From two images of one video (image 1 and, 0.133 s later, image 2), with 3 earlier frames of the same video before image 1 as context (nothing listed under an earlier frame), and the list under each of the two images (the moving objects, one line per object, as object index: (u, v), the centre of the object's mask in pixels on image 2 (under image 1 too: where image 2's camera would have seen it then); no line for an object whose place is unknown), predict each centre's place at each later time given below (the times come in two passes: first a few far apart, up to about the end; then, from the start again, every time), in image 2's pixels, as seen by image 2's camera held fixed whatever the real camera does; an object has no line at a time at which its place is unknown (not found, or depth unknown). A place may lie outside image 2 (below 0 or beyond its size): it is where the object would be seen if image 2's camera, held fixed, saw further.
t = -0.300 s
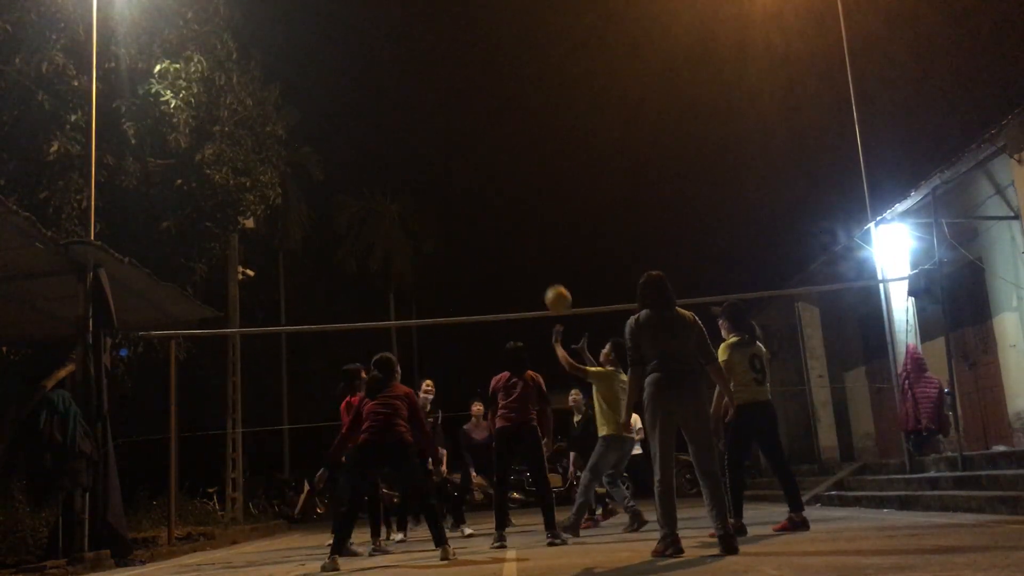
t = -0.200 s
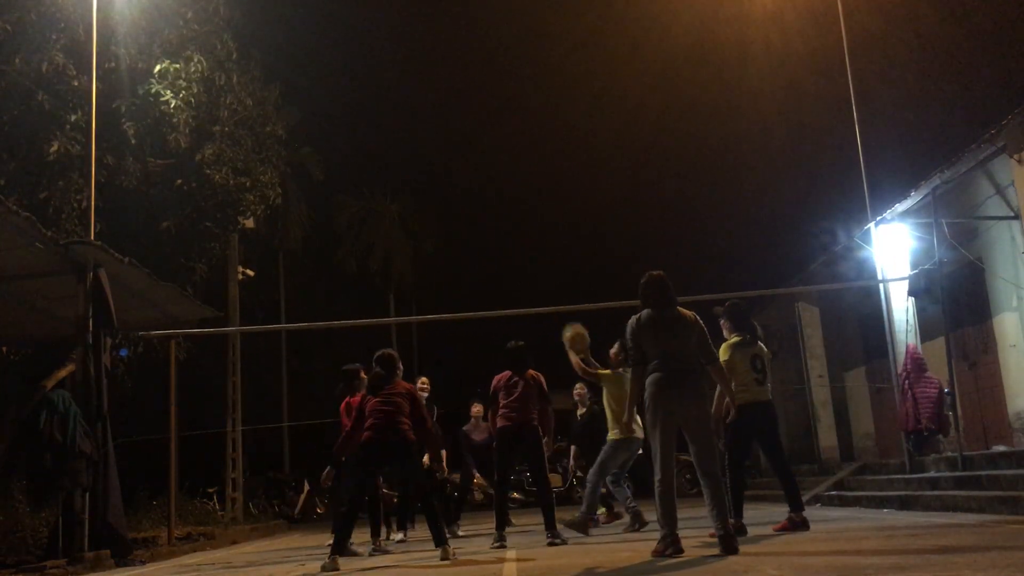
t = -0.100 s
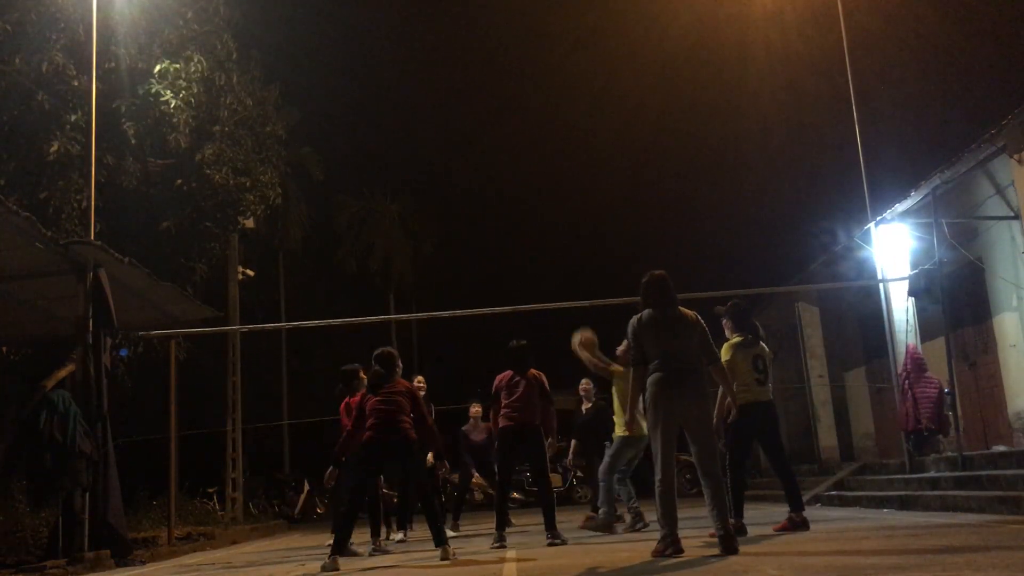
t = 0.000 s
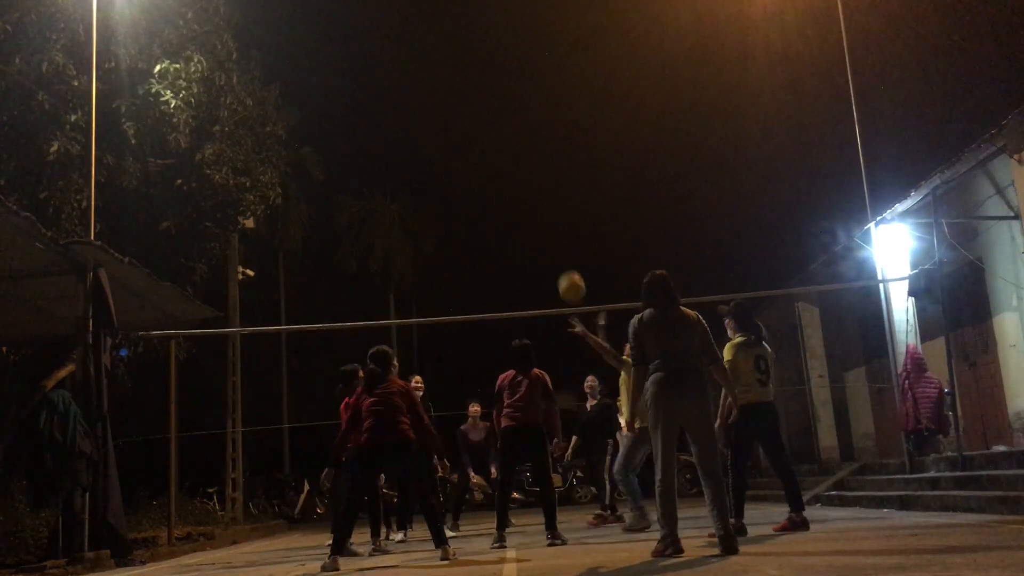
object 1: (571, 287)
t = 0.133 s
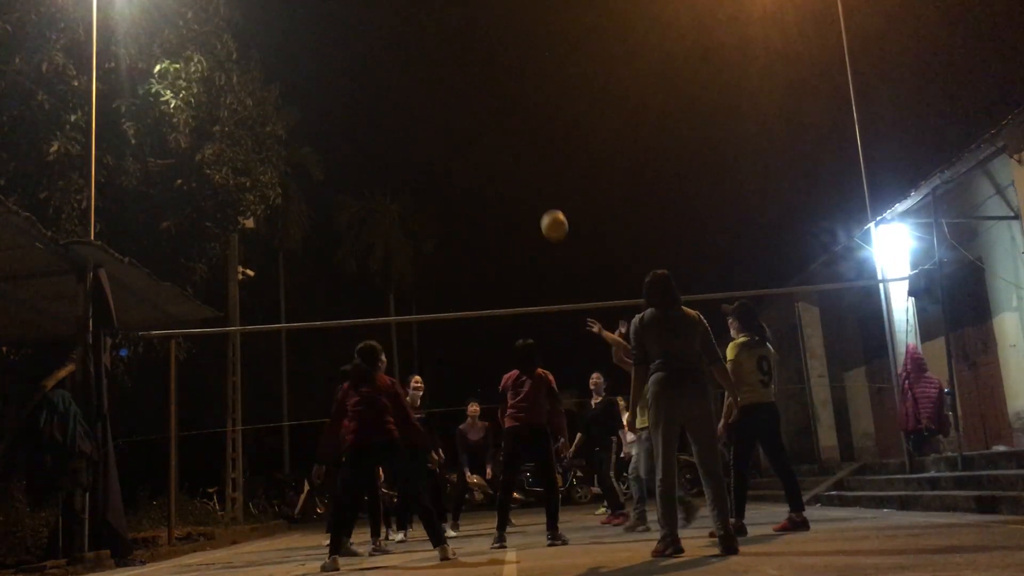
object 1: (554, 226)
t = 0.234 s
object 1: (542, 192)
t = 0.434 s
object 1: (522, 159)
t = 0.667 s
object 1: (502, 175)
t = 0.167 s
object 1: (550, 214)
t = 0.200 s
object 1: (546, 202)
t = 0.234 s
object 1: (542, 192)
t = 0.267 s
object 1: (539, 183)
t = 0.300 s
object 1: (535, 177)
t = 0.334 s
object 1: (532, 170)
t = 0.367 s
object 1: (528, 165)
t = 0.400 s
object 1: (525, 162)
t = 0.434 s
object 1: (522, 159)
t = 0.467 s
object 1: (519, 158)
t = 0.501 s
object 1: (516, 158)
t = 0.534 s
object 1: (513, 159)
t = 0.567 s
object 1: (510, 161)
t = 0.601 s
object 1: (507, 164)
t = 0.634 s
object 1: (505, 169)
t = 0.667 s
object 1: (502, 175)
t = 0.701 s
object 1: (499, 182)
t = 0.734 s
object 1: (497, 190)
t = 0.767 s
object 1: (494, 200)
